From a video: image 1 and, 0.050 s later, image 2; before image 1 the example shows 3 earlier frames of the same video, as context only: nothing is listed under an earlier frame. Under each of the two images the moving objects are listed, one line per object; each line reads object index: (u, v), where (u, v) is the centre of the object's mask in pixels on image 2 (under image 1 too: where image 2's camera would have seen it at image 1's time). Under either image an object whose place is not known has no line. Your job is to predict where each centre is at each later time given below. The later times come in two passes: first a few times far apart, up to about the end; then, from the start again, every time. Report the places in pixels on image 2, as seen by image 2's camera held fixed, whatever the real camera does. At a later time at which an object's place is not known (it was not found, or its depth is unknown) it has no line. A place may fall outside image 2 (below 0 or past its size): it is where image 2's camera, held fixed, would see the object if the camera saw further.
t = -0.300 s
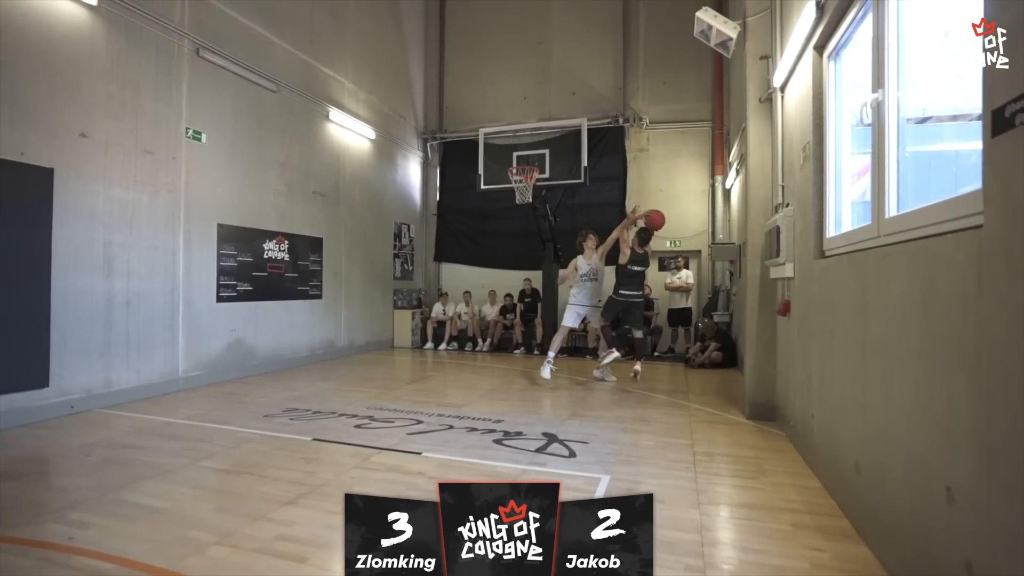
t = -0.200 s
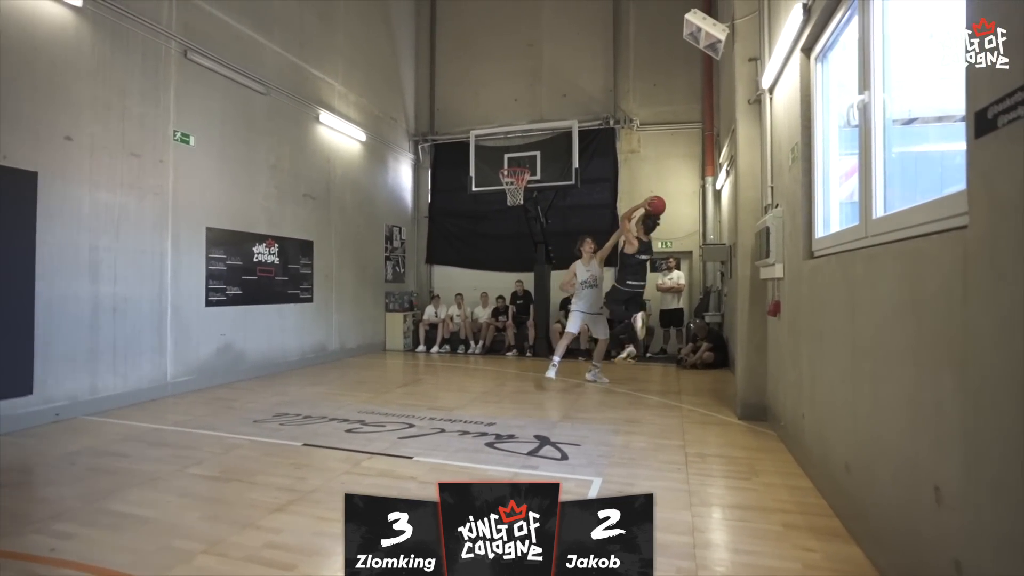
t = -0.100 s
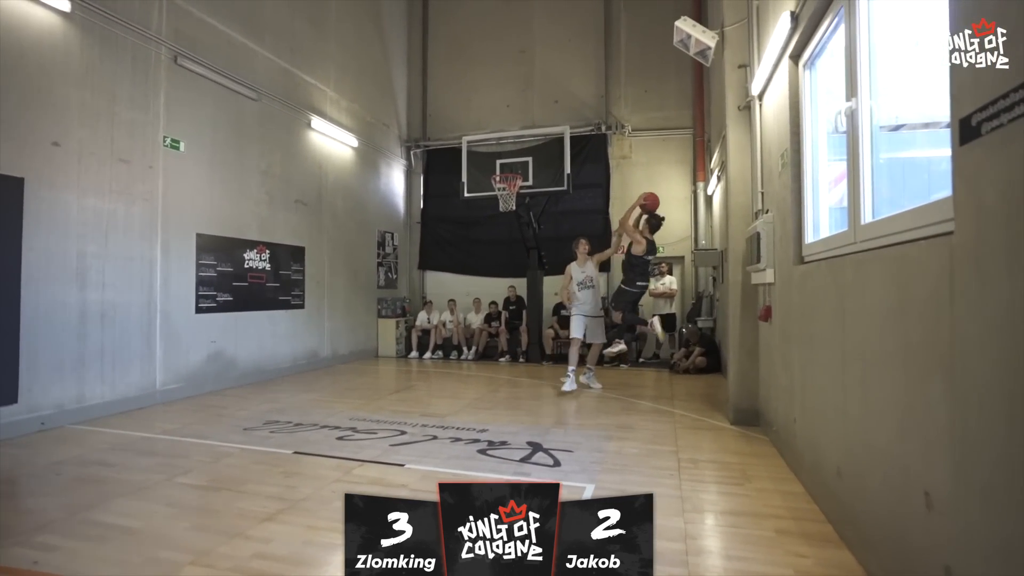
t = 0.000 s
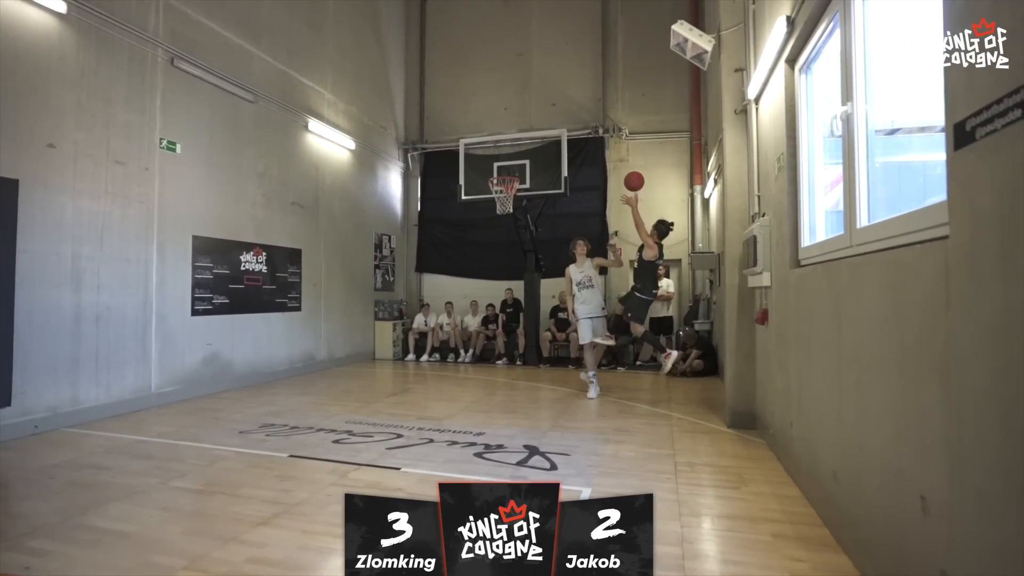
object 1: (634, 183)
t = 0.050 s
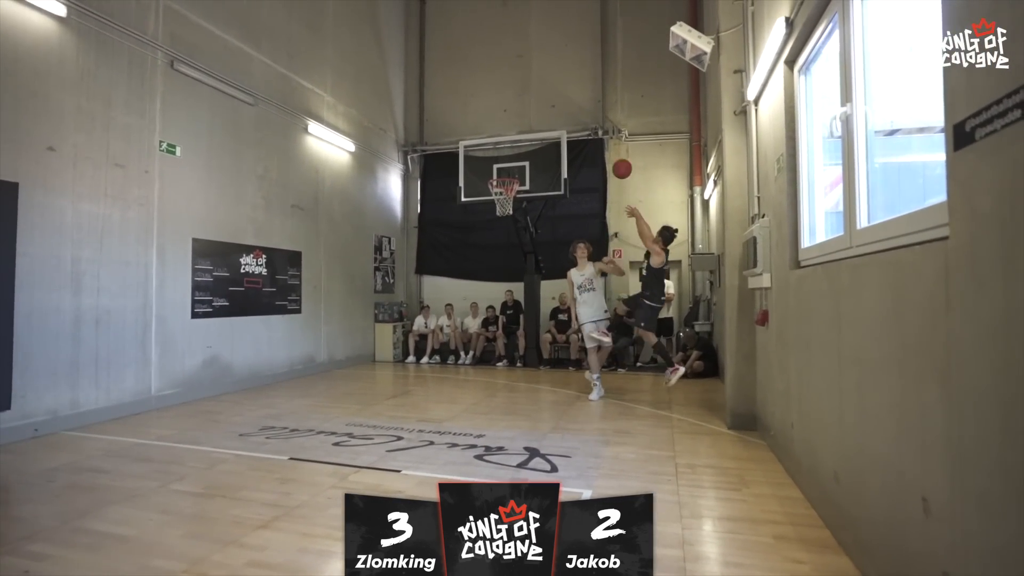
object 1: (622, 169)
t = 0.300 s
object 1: (573, 136)
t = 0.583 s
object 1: (530, 154)
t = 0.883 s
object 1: (492, 192)
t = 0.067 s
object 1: (617, 164)
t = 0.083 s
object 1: (613, 160)
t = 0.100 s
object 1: (611, 158)
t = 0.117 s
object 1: (606, 154)
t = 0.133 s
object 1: (602, 150)
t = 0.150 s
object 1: (600, 149)
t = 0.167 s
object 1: (596, 146)
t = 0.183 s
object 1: (593, 143)
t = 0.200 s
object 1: (591, 142)
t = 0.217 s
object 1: (587, 140)
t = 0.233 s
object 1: (583, 139)
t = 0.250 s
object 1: (582, 138)
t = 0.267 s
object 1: (578, 137)
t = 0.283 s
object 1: (575, 136)
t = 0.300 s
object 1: (573, 136)
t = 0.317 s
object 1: (570, 135)
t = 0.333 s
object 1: (566, 135)
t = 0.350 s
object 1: (565, 135)
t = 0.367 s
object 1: (561, 135)
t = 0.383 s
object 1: (558, 136)
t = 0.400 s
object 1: (557, 136)
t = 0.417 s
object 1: (554, 137)
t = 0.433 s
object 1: (551, 138)
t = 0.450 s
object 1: (549, 139)
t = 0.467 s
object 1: (547, 140)
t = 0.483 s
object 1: (544, 142)
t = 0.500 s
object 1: (542, 143)
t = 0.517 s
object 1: (539, 145)
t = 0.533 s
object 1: (536, 148)
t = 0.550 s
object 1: (535, 148)
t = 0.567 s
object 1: (533, 151)
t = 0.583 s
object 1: (530, 154)
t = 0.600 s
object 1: (529, 155)
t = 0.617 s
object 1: (526, 159)
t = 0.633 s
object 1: (523, 162)
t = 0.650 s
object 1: (522, 163)
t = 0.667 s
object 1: (520, 166)
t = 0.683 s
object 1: (517, 172)
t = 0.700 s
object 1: (516, 172)
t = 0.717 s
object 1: (514, 173)
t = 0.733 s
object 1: (511, 174)
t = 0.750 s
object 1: (510, 174)
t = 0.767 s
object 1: (508, 175)
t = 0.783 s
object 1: (505, 176)
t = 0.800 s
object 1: (504, 176)
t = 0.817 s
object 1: (498, 184)
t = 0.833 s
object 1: (497, 188)
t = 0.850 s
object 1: (496, 189)
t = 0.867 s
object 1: (494, 191)
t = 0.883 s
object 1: (492, 192)
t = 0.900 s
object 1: (490, 192)
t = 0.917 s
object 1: (489, 192)
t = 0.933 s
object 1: (512, 193)
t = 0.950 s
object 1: (511, 193)
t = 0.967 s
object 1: (510, 193)
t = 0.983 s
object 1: (510, 193)
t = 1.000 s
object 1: (510, 193)
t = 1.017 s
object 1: (510, 193)
